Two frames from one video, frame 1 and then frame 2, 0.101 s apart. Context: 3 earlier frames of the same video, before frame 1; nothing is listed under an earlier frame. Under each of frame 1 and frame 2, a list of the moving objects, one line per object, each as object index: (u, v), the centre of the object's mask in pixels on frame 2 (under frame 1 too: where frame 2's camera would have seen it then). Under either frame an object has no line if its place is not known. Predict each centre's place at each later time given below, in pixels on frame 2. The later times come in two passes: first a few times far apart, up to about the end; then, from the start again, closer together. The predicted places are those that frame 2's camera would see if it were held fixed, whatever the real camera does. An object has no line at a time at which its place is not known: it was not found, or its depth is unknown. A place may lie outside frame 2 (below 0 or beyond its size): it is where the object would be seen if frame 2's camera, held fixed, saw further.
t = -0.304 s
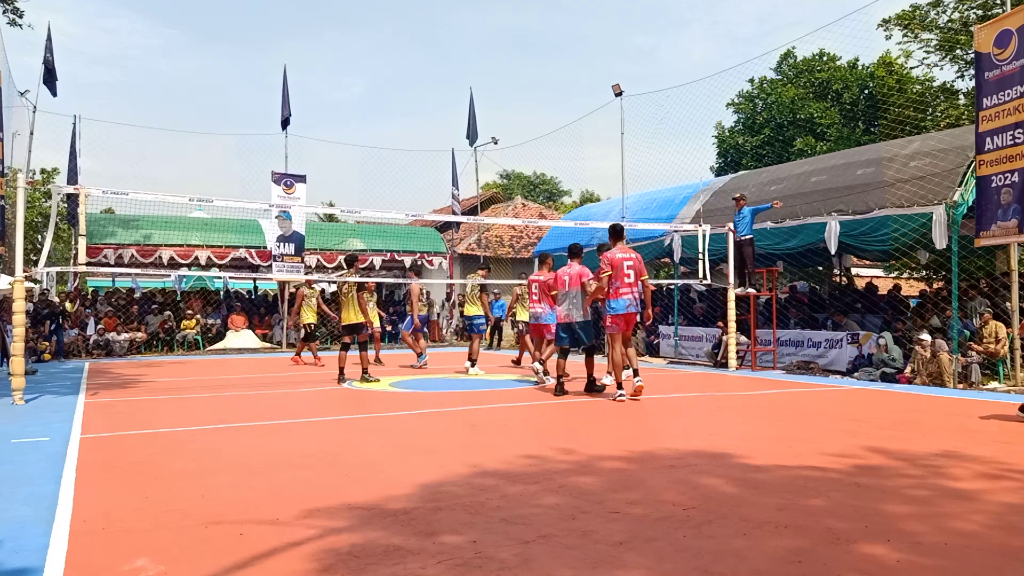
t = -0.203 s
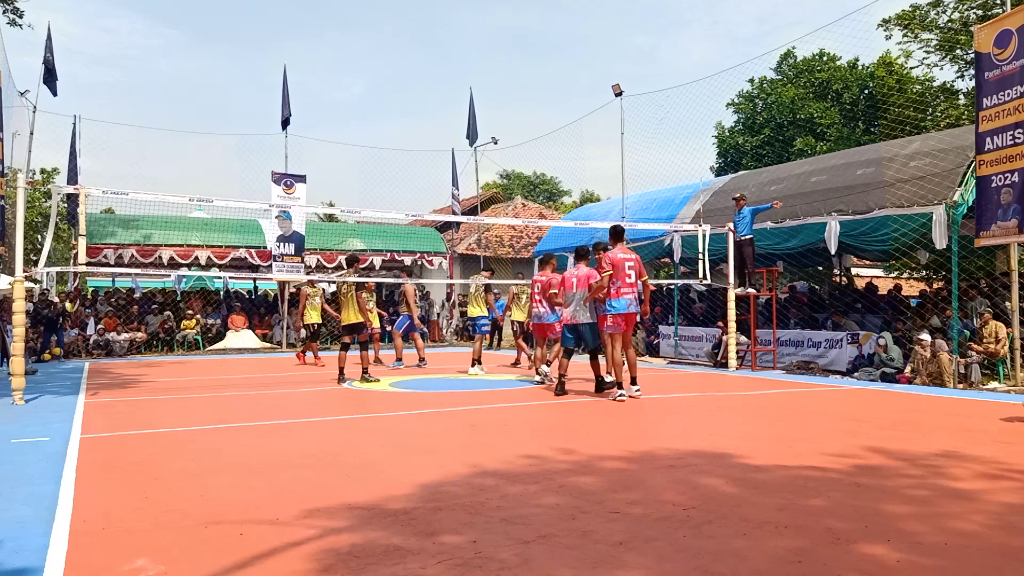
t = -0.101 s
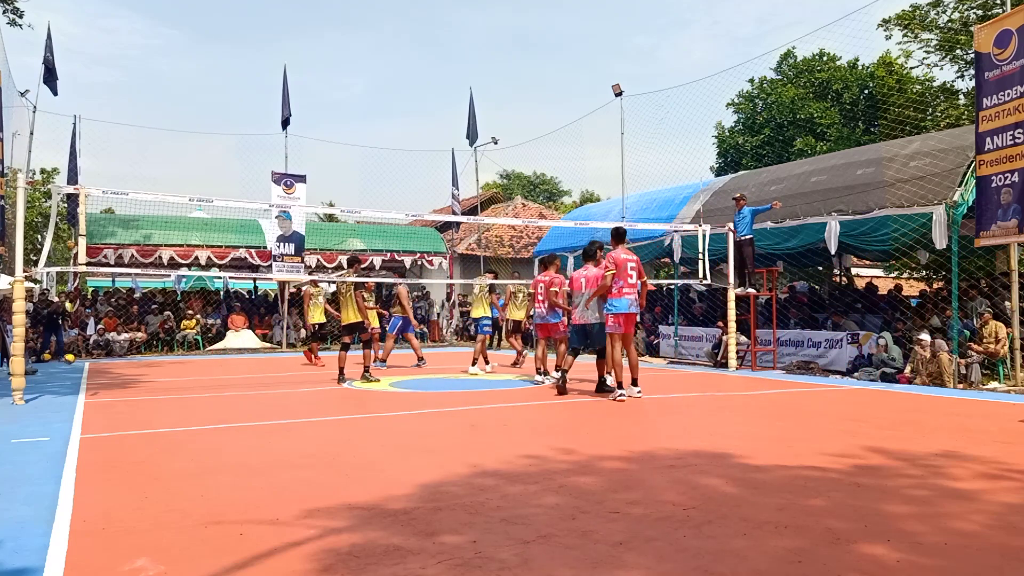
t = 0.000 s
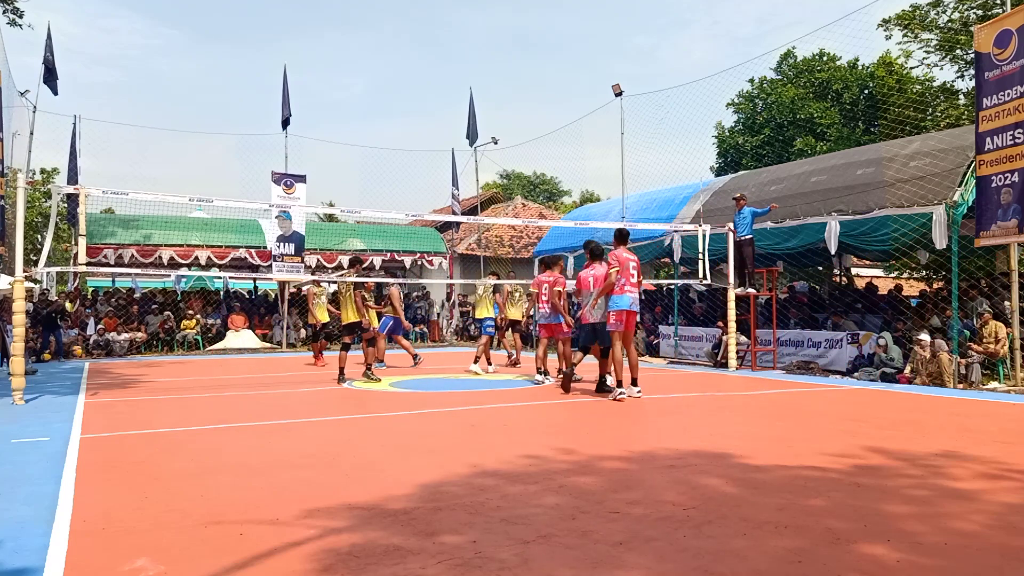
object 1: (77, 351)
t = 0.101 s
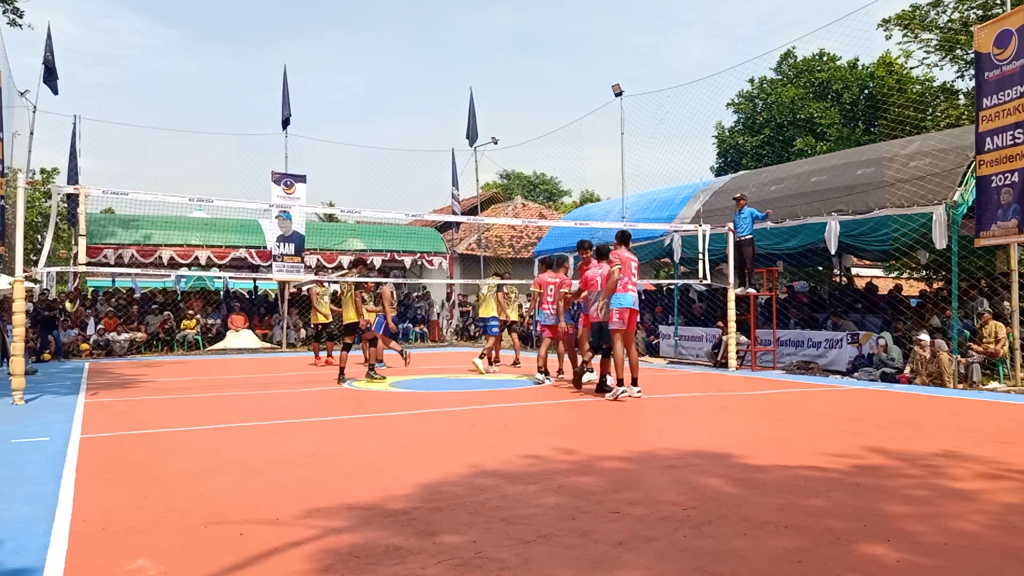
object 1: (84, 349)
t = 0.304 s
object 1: (100, 362)
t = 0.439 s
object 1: (112, 361)
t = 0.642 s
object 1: (132, 363)
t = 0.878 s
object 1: (158, 365)
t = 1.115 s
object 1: (191, 378)
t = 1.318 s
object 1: (222, 373)
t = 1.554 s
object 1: (265, 398)
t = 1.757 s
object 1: (310, 392)
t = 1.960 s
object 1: (365, 412)
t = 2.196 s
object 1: (446, 429)
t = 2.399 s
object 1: (536, 436)
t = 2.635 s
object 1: (688, 482)
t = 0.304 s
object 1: (100, 362)
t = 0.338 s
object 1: (103, 368)
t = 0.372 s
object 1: (106, 365)
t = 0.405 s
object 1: (109, 363)
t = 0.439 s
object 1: (112, 361)
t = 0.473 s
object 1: (115, 359)
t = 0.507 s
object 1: (119, 358)
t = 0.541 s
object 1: (122, 358)
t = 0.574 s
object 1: (125, 359)
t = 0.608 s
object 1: (128, 361)
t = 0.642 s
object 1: (132, 363)
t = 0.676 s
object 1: (135, 367)
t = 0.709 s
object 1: (138, 371)
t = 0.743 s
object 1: (142, 376)
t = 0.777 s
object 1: (146, 372)
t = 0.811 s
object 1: (150, 369)
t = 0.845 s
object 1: (154, 366)
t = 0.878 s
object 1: (158, 365)
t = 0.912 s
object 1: (162, 364)
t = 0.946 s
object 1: (167, 364)
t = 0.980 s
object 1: (172, 365)
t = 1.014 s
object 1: (177, 367)
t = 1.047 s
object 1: (181, 369)
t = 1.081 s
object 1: (186, 373)
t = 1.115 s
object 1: (191, 378)
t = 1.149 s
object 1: (195, 384)
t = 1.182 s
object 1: (201, 384)
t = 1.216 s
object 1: (206, 381)
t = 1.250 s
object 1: (211, 377)
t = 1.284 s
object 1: (217, 375)
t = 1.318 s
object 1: (222, 373)
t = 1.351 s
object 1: (228, 374)
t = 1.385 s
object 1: (233, 375)
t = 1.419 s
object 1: (239, 377)
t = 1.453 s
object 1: (246, 381)
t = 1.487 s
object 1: (252, 385)
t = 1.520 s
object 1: (259, 391)
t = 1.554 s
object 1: (265, 398)
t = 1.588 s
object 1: (272, 397)
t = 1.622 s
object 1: (279, 393)
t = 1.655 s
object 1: (287, 391)
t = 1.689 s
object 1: (294, 391)
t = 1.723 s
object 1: (302, 390)
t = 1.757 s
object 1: (310, 392)
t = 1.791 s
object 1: (318, 394)
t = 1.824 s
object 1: (327, 399)
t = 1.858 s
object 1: (336, 405)
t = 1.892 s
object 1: (345, 413)
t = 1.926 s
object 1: (355, 417)
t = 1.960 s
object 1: (365, 412)
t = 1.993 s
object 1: (375, 410)
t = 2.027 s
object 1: (386, 409)
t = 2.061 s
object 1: (397, 410)
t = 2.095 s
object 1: (408, 411)
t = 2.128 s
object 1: (420, 415)
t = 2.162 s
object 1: (432, 421)
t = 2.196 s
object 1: (446, 429)
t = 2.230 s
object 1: (459, 439)
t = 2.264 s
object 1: (473, 439)
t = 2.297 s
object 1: (488, 435)
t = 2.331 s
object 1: (503, 433)
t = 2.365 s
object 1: (519, 434)
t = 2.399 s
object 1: (536, 436)
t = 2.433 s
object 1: (554, 440)
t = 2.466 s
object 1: (573, 447)
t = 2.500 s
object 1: (594, 457)
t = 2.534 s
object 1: (615, 469)
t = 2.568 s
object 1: (638, 485)
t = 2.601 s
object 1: (662, 483)
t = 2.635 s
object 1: (688, 482)
